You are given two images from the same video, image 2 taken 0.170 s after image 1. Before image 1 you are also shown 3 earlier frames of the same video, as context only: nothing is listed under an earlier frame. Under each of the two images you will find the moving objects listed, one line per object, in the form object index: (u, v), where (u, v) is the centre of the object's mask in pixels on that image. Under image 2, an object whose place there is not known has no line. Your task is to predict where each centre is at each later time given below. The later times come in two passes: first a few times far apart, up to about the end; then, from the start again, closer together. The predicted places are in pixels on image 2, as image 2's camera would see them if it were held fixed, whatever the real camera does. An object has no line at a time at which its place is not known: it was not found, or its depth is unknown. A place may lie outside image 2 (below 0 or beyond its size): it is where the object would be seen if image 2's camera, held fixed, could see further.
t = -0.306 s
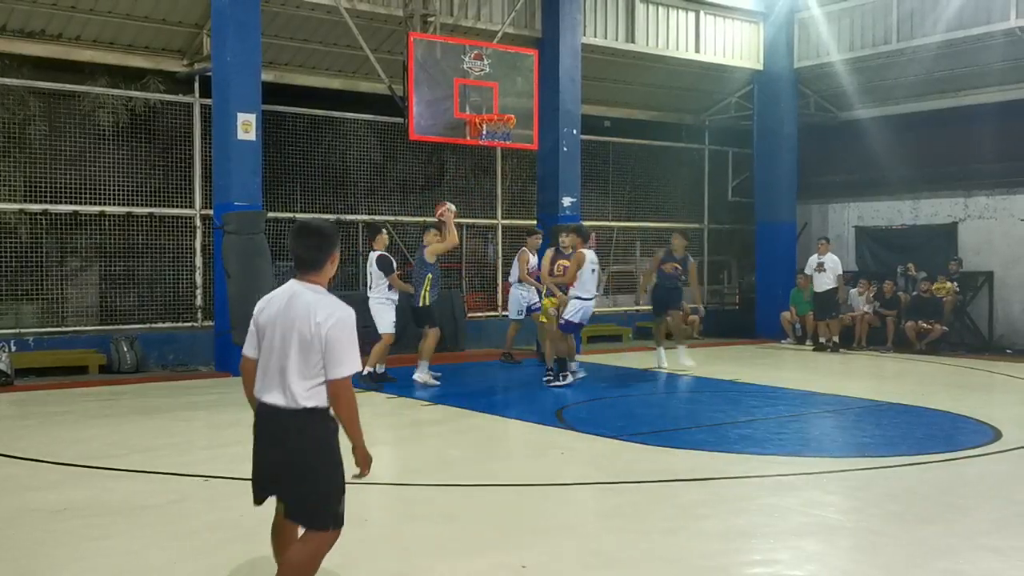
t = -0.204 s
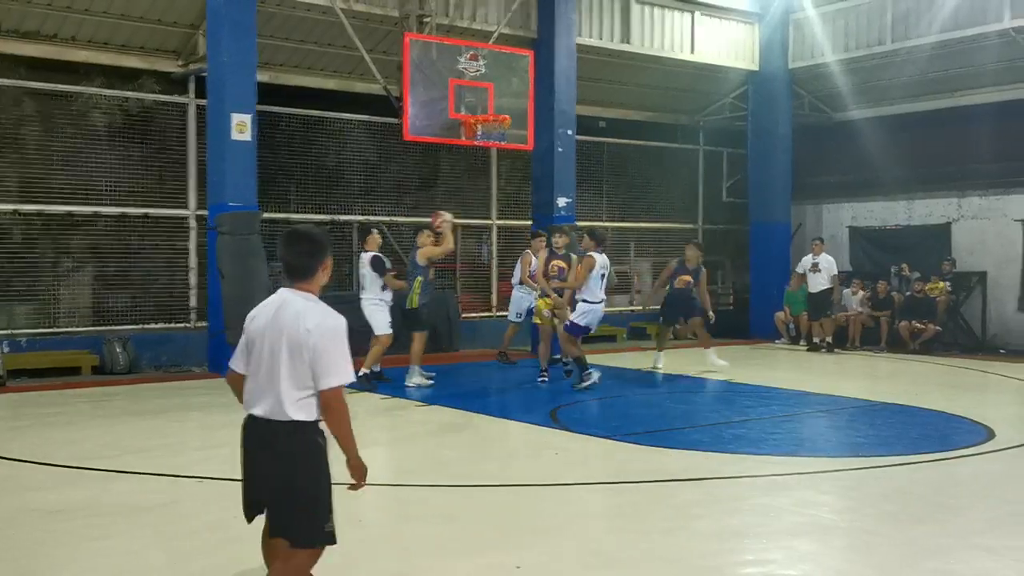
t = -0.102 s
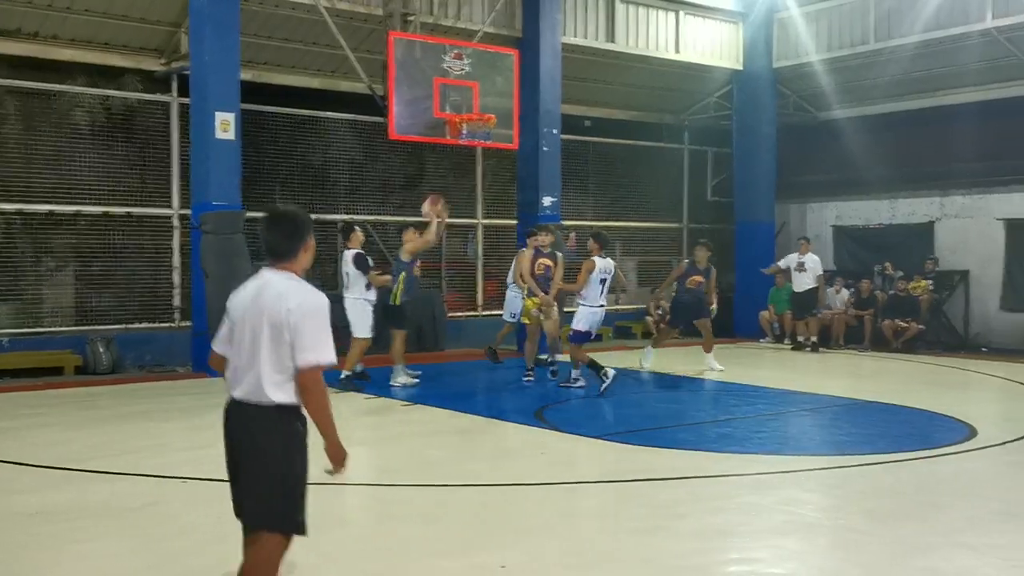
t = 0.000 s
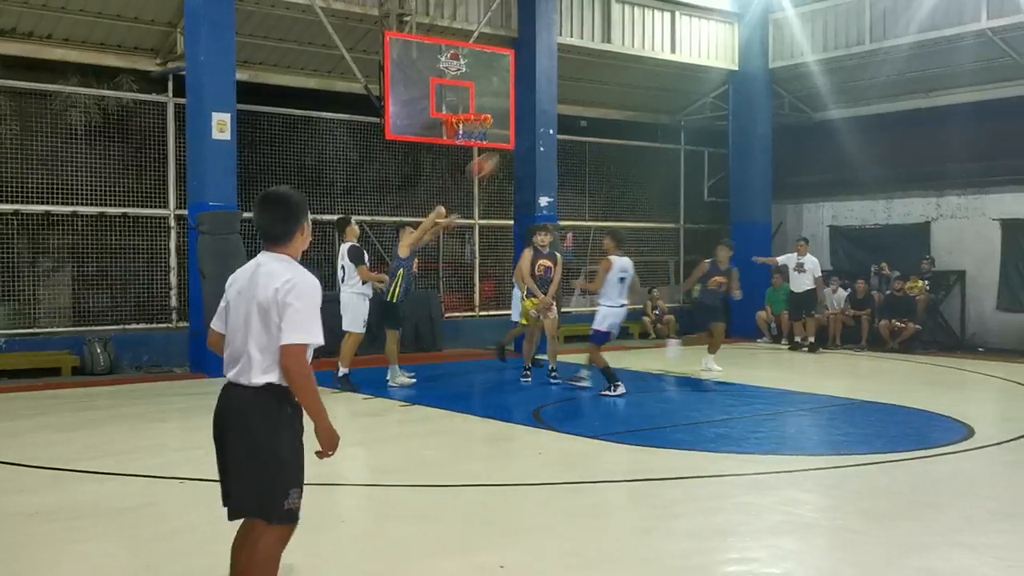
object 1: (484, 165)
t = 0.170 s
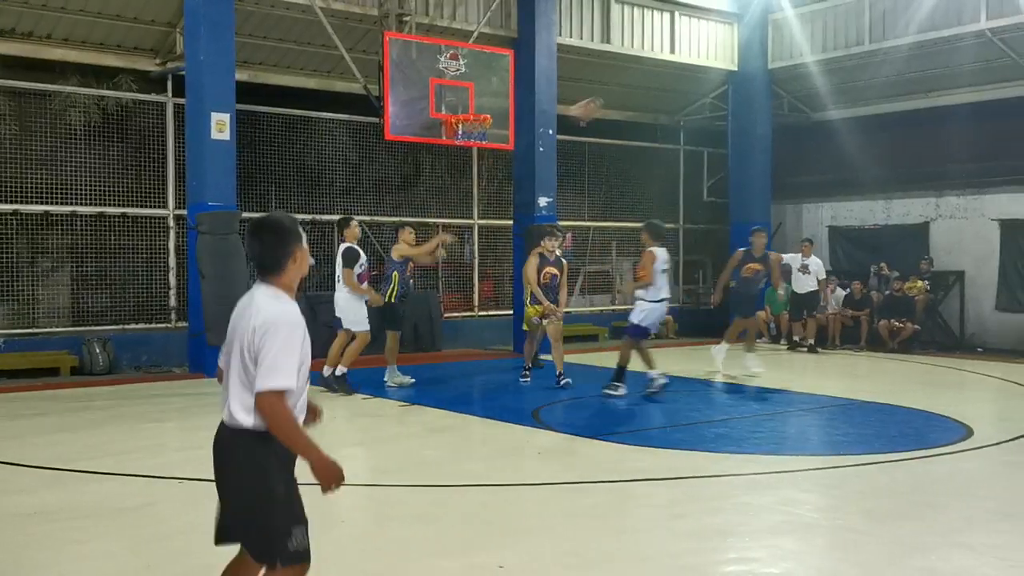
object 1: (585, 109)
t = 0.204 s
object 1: (607, 101)
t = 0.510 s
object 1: (818, 71)
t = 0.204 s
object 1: (607, 101)
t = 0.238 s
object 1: (629, 93)
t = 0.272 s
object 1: (652, 87)
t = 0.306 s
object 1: (673, 81)
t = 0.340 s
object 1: (695, 78)
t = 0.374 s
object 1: (721, 75)
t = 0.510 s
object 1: (818, 71)
